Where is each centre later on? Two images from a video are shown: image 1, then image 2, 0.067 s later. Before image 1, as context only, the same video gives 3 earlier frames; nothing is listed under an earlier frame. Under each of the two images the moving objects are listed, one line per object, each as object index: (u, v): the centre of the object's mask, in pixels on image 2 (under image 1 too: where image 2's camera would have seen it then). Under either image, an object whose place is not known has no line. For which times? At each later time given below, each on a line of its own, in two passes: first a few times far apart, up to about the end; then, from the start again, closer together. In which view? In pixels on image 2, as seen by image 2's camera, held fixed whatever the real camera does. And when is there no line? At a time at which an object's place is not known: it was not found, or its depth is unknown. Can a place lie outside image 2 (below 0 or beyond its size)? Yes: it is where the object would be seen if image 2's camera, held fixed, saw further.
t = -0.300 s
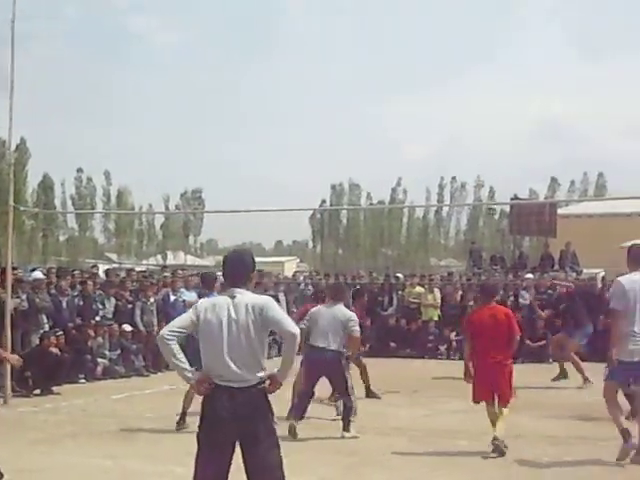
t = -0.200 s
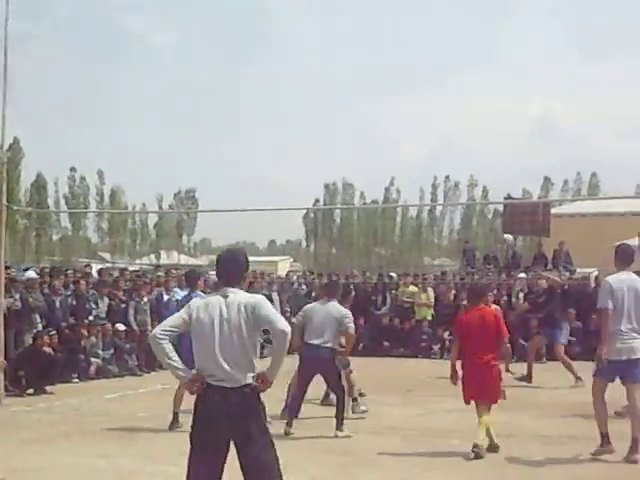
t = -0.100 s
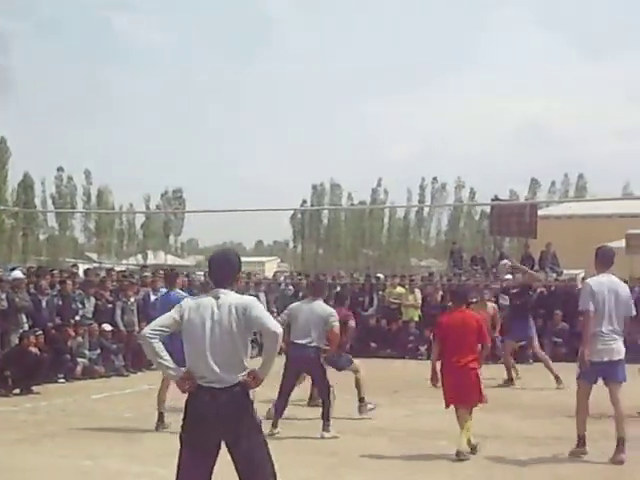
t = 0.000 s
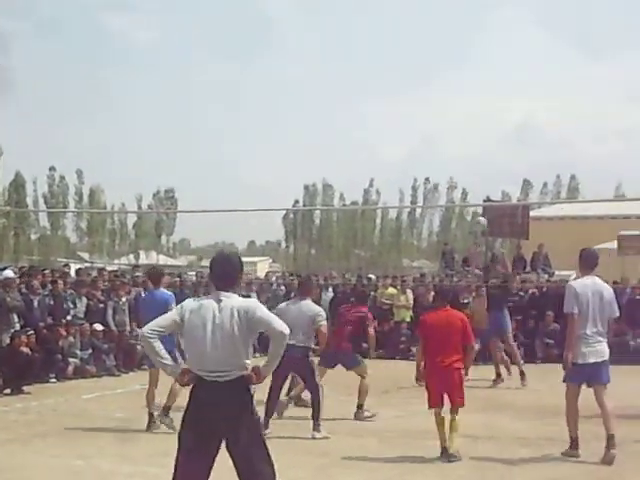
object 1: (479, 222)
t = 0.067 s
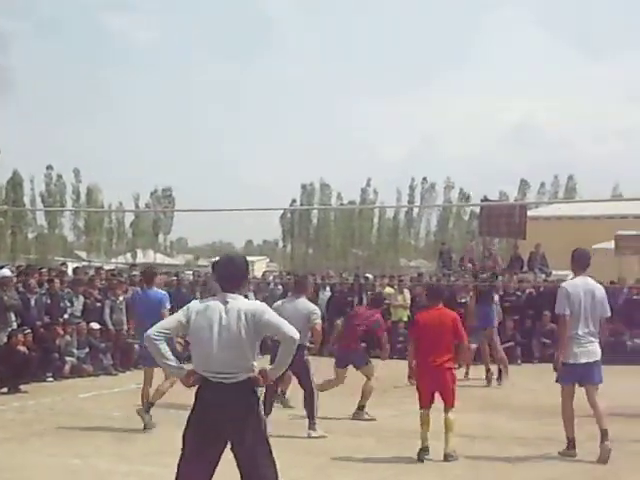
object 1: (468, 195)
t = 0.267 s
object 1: (431, 135)
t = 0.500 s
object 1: (393, 96)
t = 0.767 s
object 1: (348, 94)
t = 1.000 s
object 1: (310, 131)
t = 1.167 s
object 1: (281, 180)
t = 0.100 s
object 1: (459, 185)
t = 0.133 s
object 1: (454, 174)
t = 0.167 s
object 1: (448, 163)
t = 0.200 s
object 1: (443, 154)
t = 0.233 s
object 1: (437, 144)
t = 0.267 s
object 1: (431, 135)
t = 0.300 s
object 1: (426, 128)
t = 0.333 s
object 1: (420, 121)
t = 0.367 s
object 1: (415, 114)
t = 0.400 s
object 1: (410, 109)
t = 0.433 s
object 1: (404, 104)
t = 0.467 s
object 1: (399, 100)
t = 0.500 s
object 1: (393, 96)
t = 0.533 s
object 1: (387, 93)
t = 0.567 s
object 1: (382, 91)
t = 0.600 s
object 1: (376, 90)
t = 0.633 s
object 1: (370, 89)
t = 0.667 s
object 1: (365, 89)
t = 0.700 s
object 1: (359, 90)
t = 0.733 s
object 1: (354, 92)
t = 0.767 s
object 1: (348, 94)
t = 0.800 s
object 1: (342, 97)
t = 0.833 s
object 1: (337, 101)
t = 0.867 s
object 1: (331, 105)
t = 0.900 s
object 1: (326, 110)
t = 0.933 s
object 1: (321, 116)
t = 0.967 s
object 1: (315, 123)
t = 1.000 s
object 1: (310, 131)
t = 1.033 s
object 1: (304, 139)
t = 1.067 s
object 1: (298, 148)
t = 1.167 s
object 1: (281, 180)
